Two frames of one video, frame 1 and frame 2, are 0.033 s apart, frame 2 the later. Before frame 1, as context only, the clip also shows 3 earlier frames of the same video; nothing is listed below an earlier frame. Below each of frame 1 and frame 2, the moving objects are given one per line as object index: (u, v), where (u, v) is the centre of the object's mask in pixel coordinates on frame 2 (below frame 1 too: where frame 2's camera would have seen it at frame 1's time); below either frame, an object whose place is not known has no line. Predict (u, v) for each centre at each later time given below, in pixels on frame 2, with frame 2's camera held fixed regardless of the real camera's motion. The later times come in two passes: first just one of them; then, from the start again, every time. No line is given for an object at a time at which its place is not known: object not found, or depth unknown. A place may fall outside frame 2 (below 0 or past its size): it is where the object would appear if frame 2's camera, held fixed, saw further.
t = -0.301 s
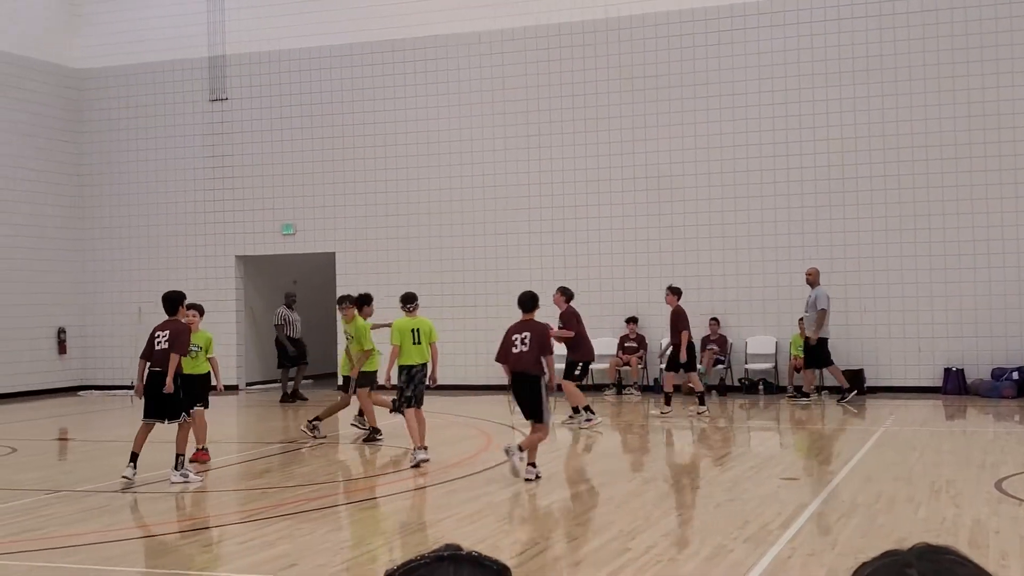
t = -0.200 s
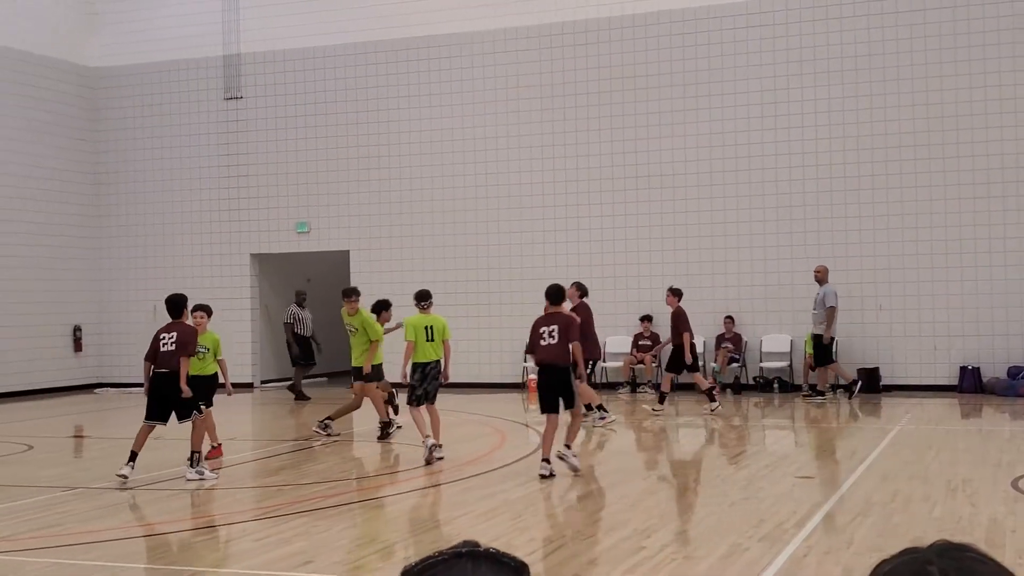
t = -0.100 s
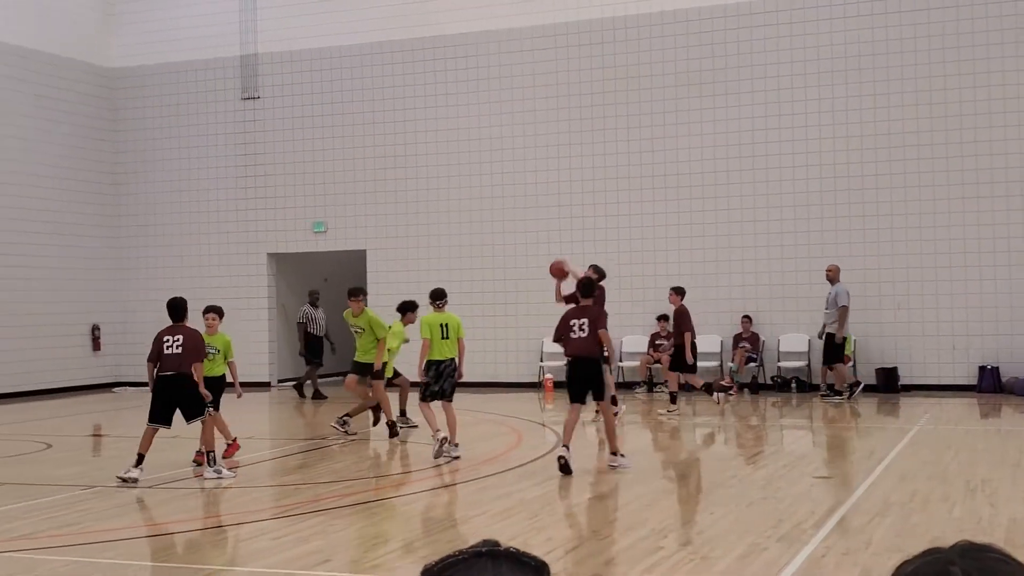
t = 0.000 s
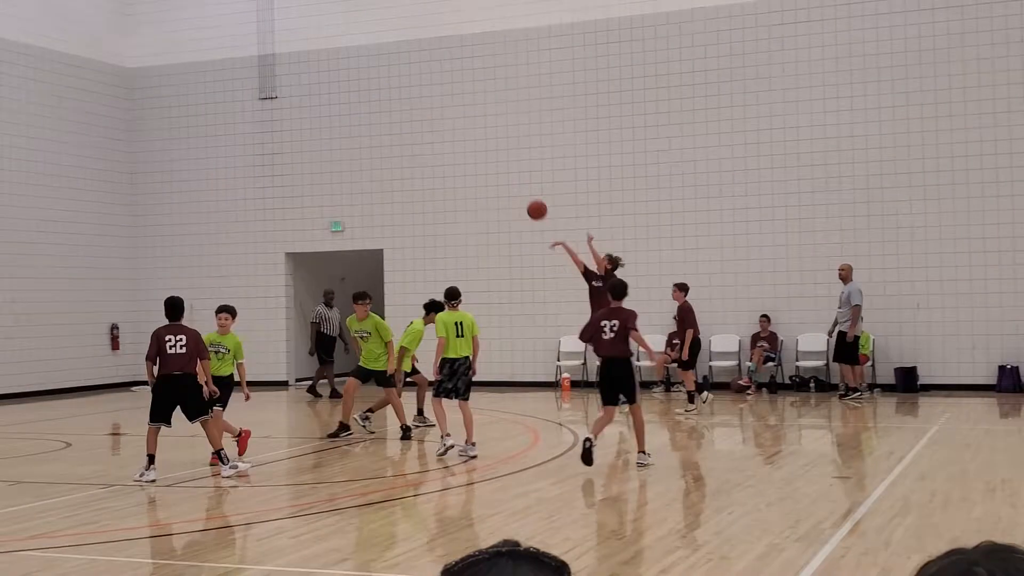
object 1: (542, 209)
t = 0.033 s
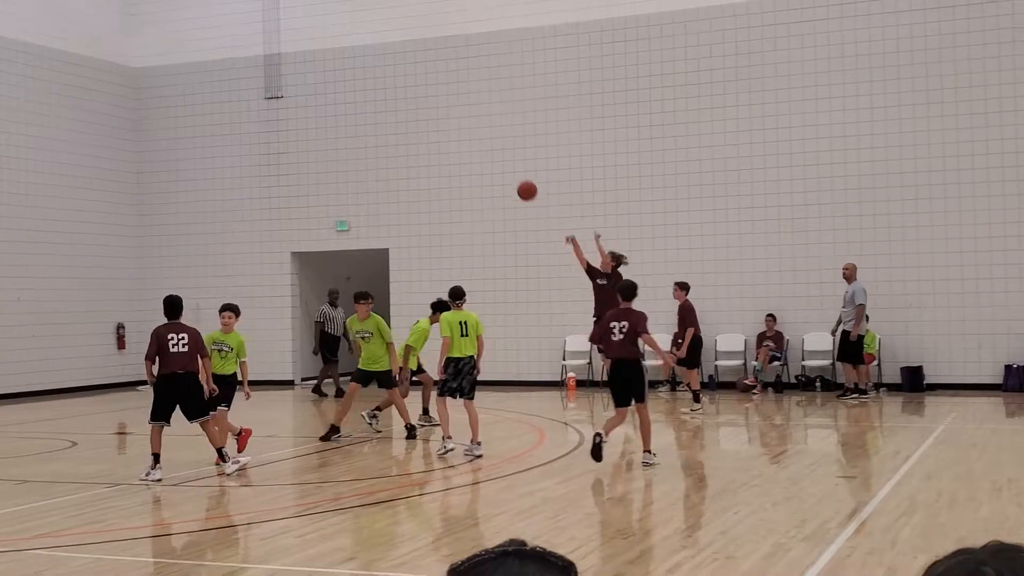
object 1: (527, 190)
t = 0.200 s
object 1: (455, 109)
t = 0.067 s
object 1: (512, 173)
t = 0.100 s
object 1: (498, 156)
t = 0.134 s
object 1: (484, 139)
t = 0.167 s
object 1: (470, 124)
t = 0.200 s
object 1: (455, 109)
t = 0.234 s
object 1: (441, 96)
